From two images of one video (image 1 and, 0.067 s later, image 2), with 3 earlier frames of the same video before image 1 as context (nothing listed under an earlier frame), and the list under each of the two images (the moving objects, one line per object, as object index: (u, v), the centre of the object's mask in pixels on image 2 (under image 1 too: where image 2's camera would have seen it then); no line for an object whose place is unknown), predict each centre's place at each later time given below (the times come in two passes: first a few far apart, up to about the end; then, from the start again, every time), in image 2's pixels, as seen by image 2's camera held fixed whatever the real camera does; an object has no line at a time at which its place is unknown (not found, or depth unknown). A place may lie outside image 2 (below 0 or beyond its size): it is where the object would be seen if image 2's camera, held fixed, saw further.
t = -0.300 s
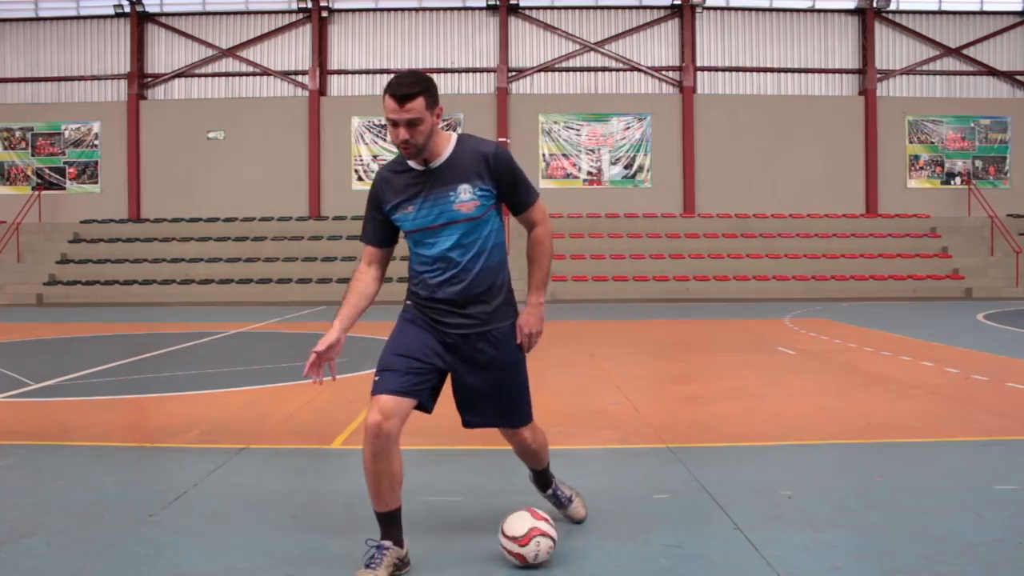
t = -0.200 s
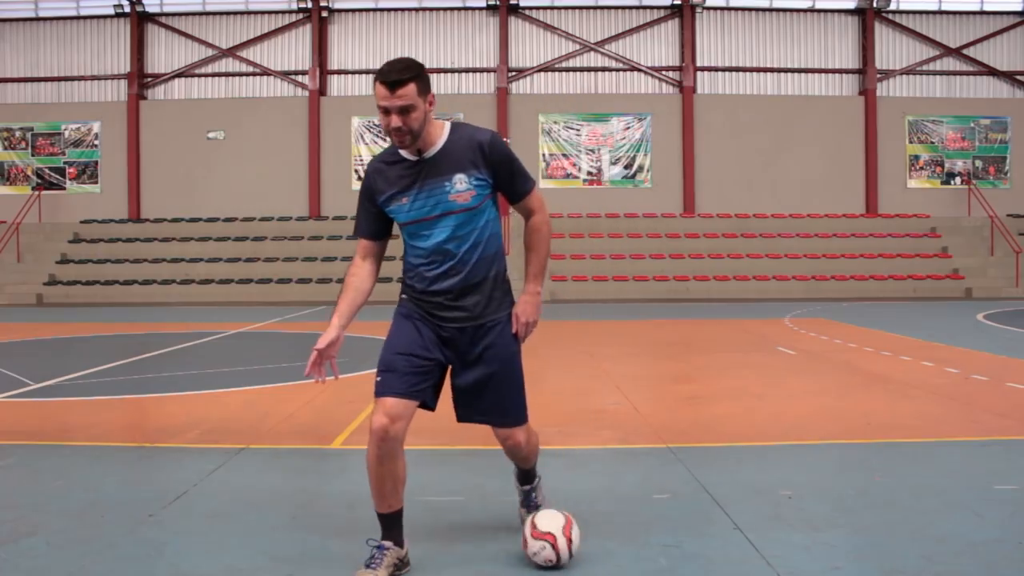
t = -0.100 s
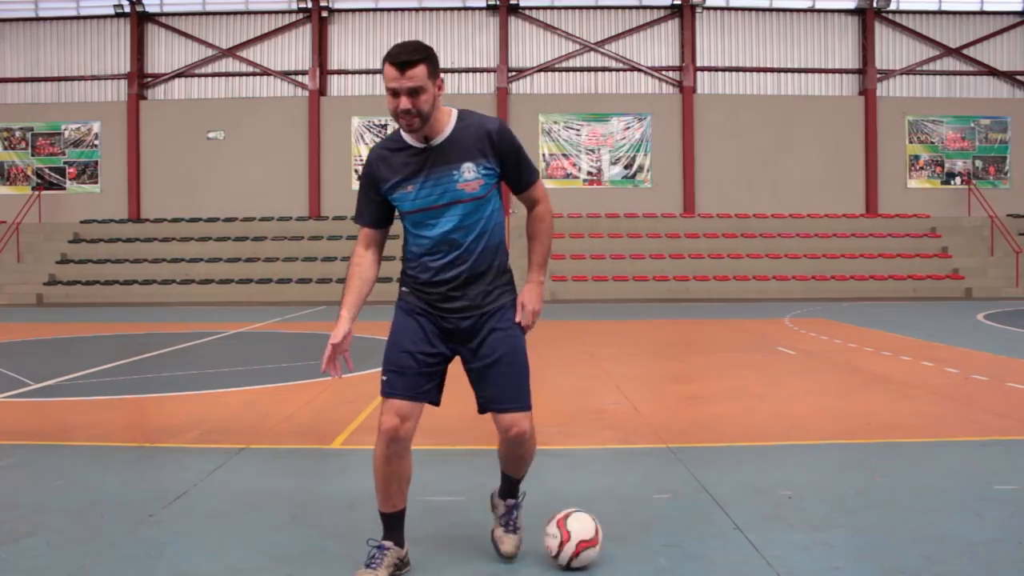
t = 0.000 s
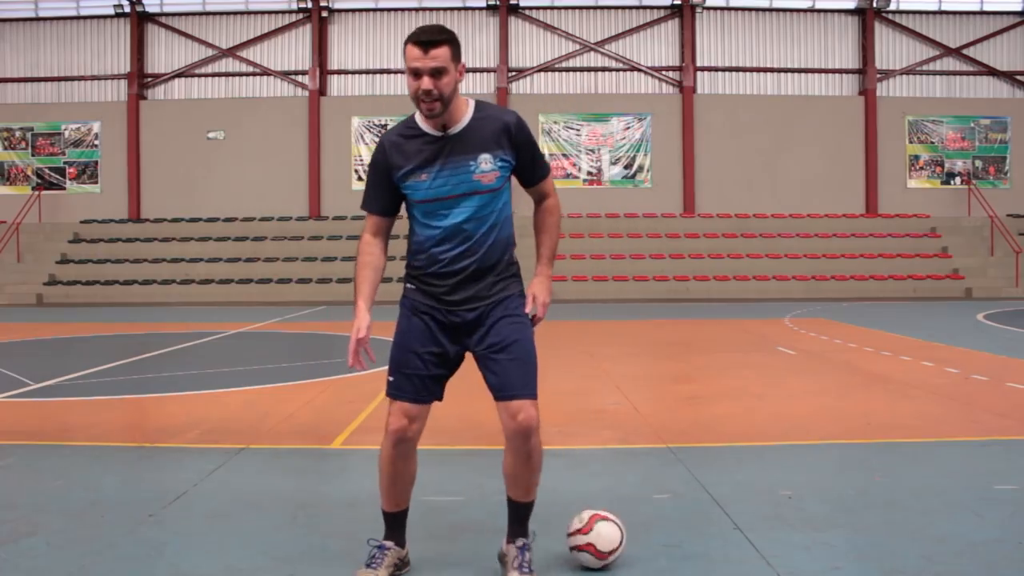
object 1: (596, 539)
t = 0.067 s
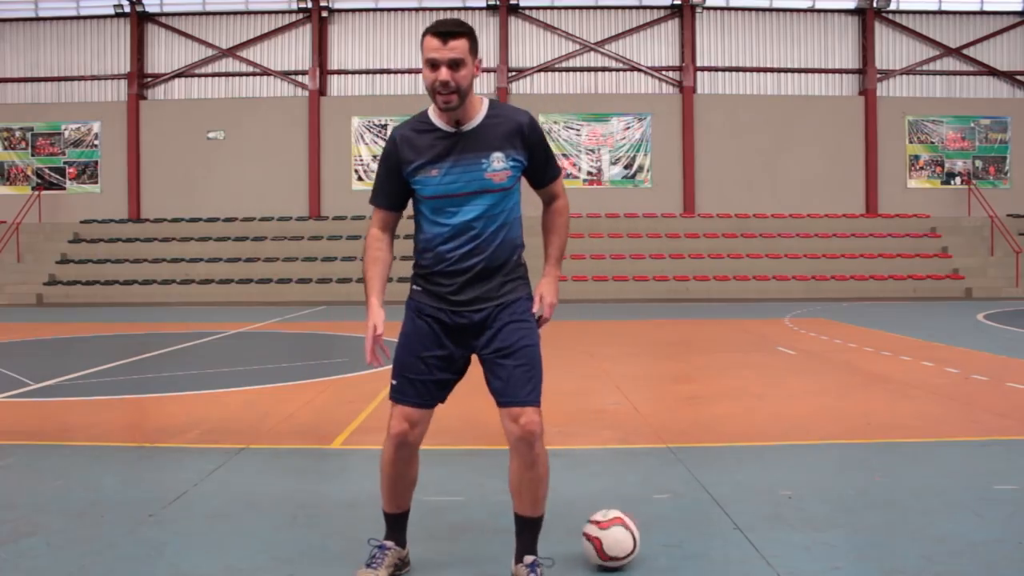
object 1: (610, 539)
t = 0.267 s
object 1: (654, 540)
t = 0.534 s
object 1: (712, 542)
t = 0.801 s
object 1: (770, 543)
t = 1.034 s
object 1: (819, 544)
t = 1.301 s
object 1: (876, 546)
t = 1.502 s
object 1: (917, 546)
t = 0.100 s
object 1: (618, 539)
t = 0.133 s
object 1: (626, 539)
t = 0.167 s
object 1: (633, 539)
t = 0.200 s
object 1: (640, 540)
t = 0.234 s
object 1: (647, 540)
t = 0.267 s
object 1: (654, 540)
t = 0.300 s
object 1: (661, 541)
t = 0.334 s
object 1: (669, 541)
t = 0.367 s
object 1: (676, 541)
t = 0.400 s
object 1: (684, 541)
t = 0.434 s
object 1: (691, 541)
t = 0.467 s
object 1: (698, 541)
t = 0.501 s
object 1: (705, 542)
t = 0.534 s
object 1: (712, 542)
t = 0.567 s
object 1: (719, 542)
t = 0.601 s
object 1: (726, 542)
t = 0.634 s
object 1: (733, 542)
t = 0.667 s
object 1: (741, 542)
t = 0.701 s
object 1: (748, 543)
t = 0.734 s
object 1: (756, 542)
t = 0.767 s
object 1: (763, 543)
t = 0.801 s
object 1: (770, 543)
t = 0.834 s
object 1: (778, 543)
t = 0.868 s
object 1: (784, 543)
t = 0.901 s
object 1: (792, 543)
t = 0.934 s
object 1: (799, 543)
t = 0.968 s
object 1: (806, 543)
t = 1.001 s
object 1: (813, 543)
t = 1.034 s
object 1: (819, 544)
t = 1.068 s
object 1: (827, 544)
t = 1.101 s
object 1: (833, 544)
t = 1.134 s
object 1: (840, 544)
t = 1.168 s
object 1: (847, 545)
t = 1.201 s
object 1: (854, 545)
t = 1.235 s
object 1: (862, 546)
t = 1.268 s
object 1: (869, 545)
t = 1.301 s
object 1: (876, 546)
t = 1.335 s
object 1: (882, 546)
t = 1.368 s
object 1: (889, 546)
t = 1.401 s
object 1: (896, 546)
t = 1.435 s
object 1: (903, 546)
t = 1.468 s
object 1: (910, 546)
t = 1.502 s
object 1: (917, 546)
